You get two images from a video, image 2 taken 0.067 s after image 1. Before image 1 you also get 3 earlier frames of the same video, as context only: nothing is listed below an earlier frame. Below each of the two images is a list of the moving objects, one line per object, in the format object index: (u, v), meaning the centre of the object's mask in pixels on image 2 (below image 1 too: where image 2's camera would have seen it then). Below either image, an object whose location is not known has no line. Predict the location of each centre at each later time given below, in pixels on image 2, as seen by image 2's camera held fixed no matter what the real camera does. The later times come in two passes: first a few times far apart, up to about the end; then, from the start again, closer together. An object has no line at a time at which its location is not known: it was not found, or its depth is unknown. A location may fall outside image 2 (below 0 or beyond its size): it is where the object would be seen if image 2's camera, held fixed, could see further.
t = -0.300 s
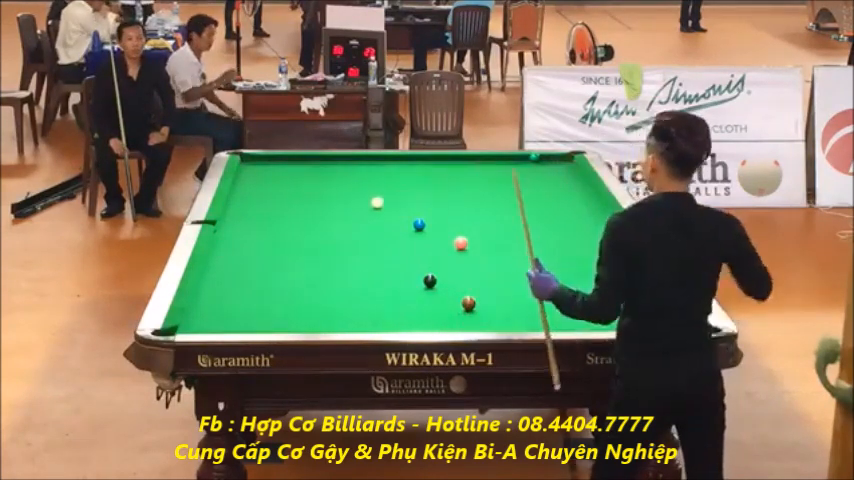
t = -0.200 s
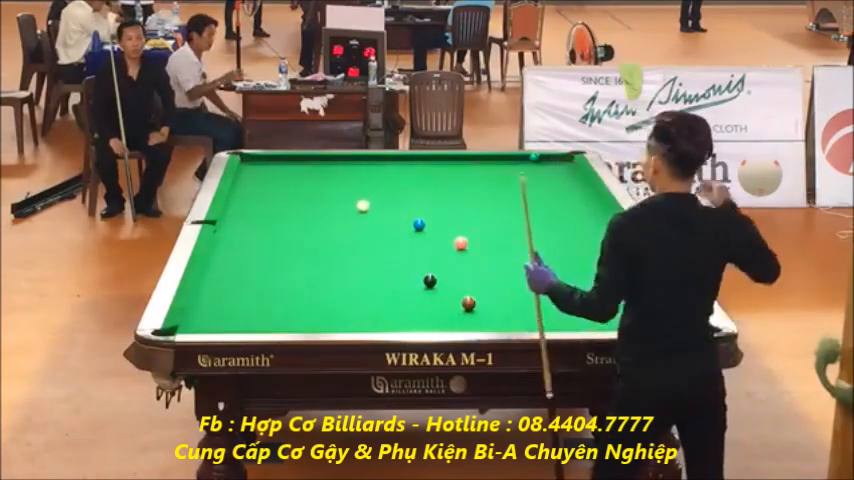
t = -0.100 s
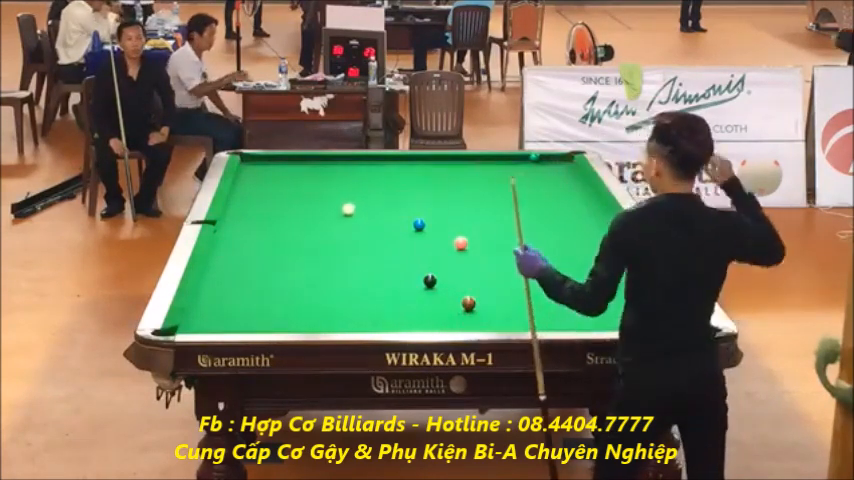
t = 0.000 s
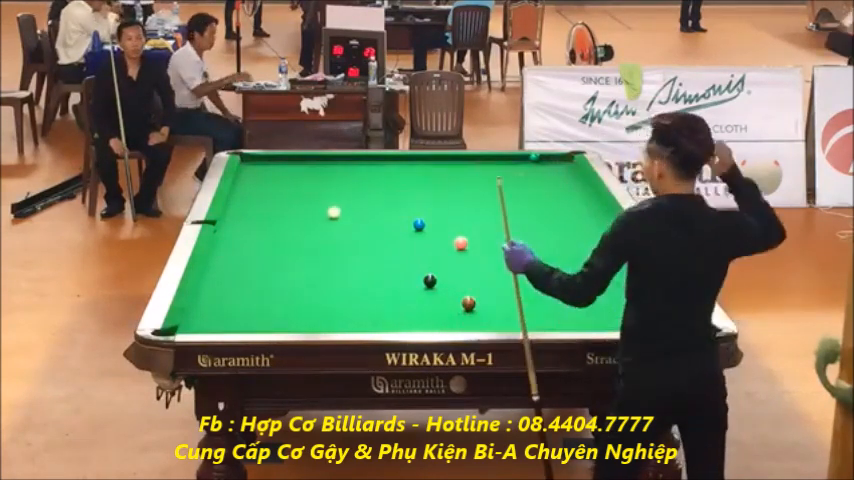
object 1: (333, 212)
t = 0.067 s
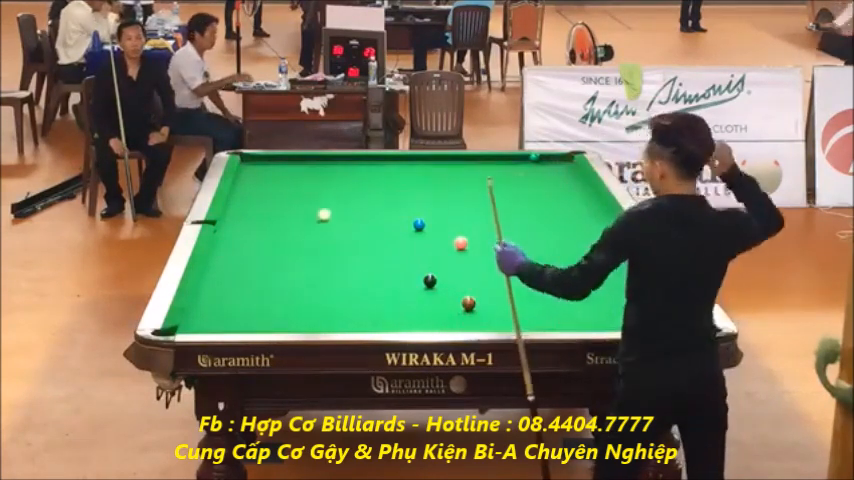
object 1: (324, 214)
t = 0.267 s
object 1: (294, 221)
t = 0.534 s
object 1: (254, 230)
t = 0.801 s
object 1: (218, 239)
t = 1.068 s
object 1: (240, 245)
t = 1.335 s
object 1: (259, 250)
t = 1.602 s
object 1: (278, 255)
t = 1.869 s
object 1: (296, 260)
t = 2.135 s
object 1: (313, 265)
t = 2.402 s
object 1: (329, 269)
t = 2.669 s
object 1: (344, 274)
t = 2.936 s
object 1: (357, 278)
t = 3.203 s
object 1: (369, 281)
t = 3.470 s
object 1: (380, 284)
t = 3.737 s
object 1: (391, 287)
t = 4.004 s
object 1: (399, 289)
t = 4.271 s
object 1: (406, 291)
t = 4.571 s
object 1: (413, 293)
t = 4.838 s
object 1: (418, 294)
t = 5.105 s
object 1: (420, 295)
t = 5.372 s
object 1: (422, 295)
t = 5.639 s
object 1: (422, 295)
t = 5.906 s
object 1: (422, 295)
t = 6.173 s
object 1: (422, 295)
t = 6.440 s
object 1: (422, 295)
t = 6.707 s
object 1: (422, 295)
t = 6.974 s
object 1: (422, 295)
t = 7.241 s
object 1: (422, 295)
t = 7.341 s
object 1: (422, 295)
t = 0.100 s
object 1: (319, 216)
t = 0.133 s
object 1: (314, 217)
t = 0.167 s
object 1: (309, 218)
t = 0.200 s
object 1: (304, 219)
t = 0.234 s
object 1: (299, 220)
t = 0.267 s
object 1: (294, 221)
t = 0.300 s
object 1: (289, 222)
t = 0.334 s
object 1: (284, 223)
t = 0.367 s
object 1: (279, 225)
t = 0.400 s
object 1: (274, 226)
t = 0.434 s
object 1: (269, 227)
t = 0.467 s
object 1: (264, 228)
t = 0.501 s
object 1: (259, 229)
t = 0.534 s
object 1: (254, 230)
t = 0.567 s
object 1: (249, 232)
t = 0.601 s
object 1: (244, 233)
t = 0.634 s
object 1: (239, 234)
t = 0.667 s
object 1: (234, 235)
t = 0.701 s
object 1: (230, 236)
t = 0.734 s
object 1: (224, 237)
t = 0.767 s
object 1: (219, 238)
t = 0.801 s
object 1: (218, 239)
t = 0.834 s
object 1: (221, 240)
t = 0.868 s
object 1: (224, 241)
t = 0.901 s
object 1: (226, 241)
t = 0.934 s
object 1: (229, 242)
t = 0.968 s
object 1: (232, 243)
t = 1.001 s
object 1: (235, 243)
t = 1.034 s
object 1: (237, 244)
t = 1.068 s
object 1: (240, 245)
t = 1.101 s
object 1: (242, 245)
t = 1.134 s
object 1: (245, 246)
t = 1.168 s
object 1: (247, 247)
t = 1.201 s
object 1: (249, 248)
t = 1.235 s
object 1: (252, 248)
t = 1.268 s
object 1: (255, 249)
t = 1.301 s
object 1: (257, 250)
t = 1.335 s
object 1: (259, 250)
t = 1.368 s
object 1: (262, 251)
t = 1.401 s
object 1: (264, 252)
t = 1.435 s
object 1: (267, 252)
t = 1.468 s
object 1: (269, 253)
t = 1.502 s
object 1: (271, 253)
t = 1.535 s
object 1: (274, 254)
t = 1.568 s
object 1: (276, 255)
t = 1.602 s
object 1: (278, 255)
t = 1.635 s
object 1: (281, 256)
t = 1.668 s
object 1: (283, 256)
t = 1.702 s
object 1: (285, 257)
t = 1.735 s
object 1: (288, 258)
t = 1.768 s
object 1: (290, 258)
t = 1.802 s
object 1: (292, 259)
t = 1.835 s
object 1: (294, 260)
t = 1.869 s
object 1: (296, 260)
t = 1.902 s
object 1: (298, 261)
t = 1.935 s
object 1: (300, 262)
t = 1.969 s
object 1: (303, 262)
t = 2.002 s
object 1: (305, 263)
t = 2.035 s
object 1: (307, 263)
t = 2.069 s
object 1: (309, 264)
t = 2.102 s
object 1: (311, 264)
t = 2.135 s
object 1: (313, 265)
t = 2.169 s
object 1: (315, 266)
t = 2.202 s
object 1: (317, 266)
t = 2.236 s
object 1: (319, 267)
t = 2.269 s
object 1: (321, 267)
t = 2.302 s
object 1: (323, 267)
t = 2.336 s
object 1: (325, 268)
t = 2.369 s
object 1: (327, 269)
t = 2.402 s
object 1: (329, 269)
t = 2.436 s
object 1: (331, 269)
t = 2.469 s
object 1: (333, 270)
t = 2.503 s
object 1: (334, 271)
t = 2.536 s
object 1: (336, 272)
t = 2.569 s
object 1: (338, 272)
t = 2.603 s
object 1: (340, 272)
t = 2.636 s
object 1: (341, 273)
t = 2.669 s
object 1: (344, 274)
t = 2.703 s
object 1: (345, 274)
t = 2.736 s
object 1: (347, 275)
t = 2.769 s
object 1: (348, 275)
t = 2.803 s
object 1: (350, 276)
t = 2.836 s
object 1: (352, 276)
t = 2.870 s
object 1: (354, 276)
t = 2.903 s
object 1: (355, 277)
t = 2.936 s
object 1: (357, 278)
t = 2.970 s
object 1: (358, 278)
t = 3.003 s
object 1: (360, 279)
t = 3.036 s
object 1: (362, 279)
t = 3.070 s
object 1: (363, 280)
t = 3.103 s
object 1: (365, 280)
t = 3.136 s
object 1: (366, 280)
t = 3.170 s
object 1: (368, 281)
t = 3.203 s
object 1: (369, 281)
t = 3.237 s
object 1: (371, 281)
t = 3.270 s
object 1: (372, 282)
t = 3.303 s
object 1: (373, 282)
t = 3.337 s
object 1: (375, 283)
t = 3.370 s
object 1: (376, 283)
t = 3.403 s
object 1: (378, 283)
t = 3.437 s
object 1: (379, 283)
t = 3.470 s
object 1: (380, 284)
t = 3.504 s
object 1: (382, 284)
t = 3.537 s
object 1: (383, 285)
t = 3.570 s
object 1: (384, 285)
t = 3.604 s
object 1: (385, 286)
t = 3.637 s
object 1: (387, 286)
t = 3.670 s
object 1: (388, 286)
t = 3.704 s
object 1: (389, 287)
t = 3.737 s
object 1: (391, 287)
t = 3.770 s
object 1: (392, 287)
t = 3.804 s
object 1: (393, 288)
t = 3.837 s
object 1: (394, 288)
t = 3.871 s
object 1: (395, 288)
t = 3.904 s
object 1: (396, 289)
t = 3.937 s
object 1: (397, 289)
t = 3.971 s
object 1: (398, 289)
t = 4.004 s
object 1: (399, 289)
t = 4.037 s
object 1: (400, 290)
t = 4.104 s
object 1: (401, 290)
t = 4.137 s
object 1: (402, 290)
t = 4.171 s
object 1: (403, 290)
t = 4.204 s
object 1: (404, 291)
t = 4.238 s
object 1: (404, 291)
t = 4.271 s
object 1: (406, 291)
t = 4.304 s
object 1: (406, 291)
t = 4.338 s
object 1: (407, 291)
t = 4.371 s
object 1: (408, 292)
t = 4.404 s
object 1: (409, 292)
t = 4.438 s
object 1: (409, 292)
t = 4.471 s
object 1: (410, 292)
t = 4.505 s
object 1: (411, 293)
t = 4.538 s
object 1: (412, 293)
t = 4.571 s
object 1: (413, 293)
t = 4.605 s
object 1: (413, 293)
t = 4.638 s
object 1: (414, 293)
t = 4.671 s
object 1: (415, 294)
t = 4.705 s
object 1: (415, 294)
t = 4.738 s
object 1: (416, 294)
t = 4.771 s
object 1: (417, 294)
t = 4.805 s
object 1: (417, 294)
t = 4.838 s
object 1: (418, 294)
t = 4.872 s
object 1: (418, 294)
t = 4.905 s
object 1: (419, 294)
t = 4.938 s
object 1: (419, 295)
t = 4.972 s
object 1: (419, 295)
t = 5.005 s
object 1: (419, 295)
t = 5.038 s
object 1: (420, 295)
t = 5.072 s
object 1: (420, 295)
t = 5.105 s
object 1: (420, 295)
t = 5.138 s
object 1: (421, 295)
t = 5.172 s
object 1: (421, 295)
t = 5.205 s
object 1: (422, 295)
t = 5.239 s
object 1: (422, 295)
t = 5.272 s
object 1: (422, 295)
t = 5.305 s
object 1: (422, 295)
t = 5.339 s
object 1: (422, 295)
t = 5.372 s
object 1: (422, 295)
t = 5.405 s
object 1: (422, 295)
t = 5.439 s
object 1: (422, 295)
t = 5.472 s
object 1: (422, 295)
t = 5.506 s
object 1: (422, 295)
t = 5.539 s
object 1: (422, 295)
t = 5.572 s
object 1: (422, 295)
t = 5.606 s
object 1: (422, 295)
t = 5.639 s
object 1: (422, 295)
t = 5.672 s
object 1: (422, 295)
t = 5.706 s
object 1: (422, 295)
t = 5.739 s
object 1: (422, 295)
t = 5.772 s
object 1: (422, 295)
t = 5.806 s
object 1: (422, 295)
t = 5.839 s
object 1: (422, 295)
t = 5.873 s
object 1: (422, 295)
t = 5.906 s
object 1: (422, 295)
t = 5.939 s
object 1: (422, 295)
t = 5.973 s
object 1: (422, 295)
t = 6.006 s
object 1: (422, 295)
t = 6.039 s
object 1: (422, 295)
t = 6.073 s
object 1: (422, 295)
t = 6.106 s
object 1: (422, 295)
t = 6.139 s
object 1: (422, 295)
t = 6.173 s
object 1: (422, 295)
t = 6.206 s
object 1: (422, 295)
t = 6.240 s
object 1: (422, 295)
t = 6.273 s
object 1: (422, 295)
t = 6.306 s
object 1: (422, 295)
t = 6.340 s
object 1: (422, 295)
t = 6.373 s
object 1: (422, 295)
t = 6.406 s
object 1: (422, 295)
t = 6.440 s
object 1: (422, 295)
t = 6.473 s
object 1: (422, 295)
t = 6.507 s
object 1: (422, 295)
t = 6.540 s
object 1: (422, 295)
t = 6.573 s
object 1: (422, 295)
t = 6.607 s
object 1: (422, 295)
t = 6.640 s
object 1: (422, 295)
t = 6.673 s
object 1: (422, 295)
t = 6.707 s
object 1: (422, 295)
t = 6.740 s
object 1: (422, 295)
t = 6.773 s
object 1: (422, 295)
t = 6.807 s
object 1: (422, 295)
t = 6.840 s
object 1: (422, 295)
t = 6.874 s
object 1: (422, 295)
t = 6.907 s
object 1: (422, 295)
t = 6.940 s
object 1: (422, 295)
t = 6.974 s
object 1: (422, 295)
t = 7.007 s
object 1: (422, 295)
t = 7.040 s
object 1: (422, 295)
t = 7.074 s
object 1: (422, 295)
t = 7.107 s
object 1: (422, 295)
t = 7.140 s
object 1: (422, 295)
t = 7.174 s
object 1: (422, 295)
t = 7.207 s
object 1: (422, 295)
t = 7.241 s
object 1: (422, 295)
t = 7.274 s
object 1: (422, 295)
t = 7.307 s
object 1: (422, 295)
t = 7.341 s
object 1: (422, 295)
